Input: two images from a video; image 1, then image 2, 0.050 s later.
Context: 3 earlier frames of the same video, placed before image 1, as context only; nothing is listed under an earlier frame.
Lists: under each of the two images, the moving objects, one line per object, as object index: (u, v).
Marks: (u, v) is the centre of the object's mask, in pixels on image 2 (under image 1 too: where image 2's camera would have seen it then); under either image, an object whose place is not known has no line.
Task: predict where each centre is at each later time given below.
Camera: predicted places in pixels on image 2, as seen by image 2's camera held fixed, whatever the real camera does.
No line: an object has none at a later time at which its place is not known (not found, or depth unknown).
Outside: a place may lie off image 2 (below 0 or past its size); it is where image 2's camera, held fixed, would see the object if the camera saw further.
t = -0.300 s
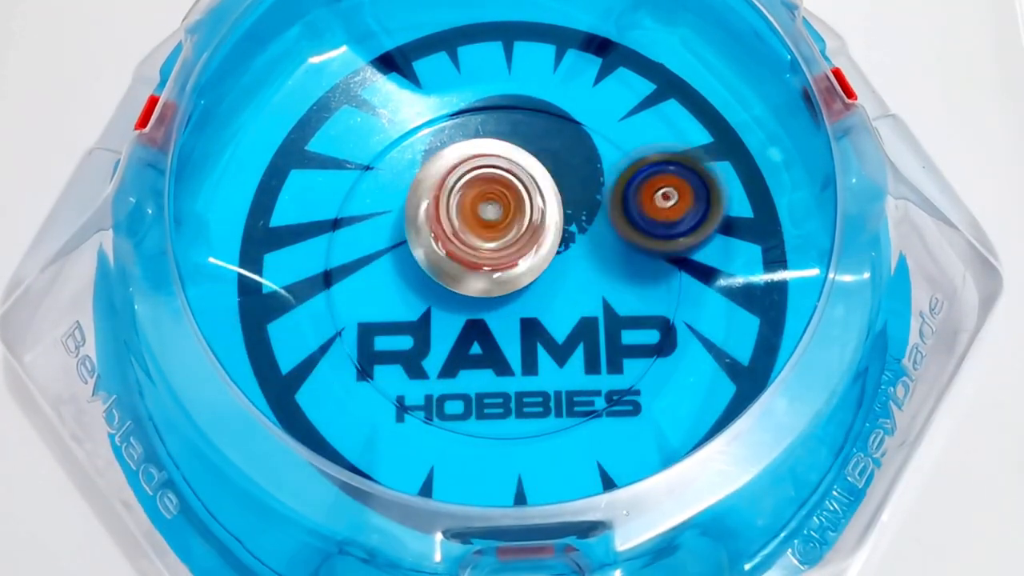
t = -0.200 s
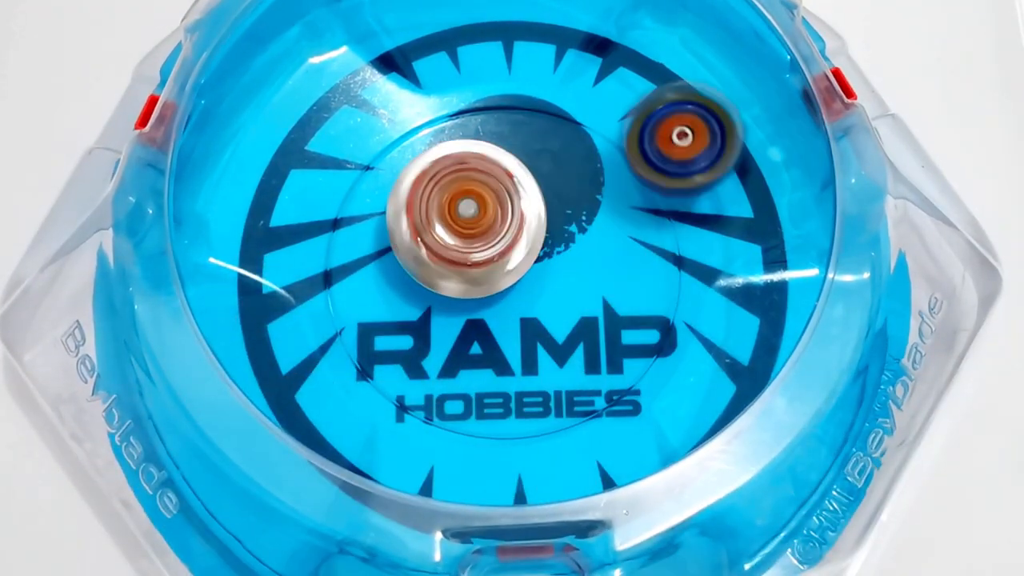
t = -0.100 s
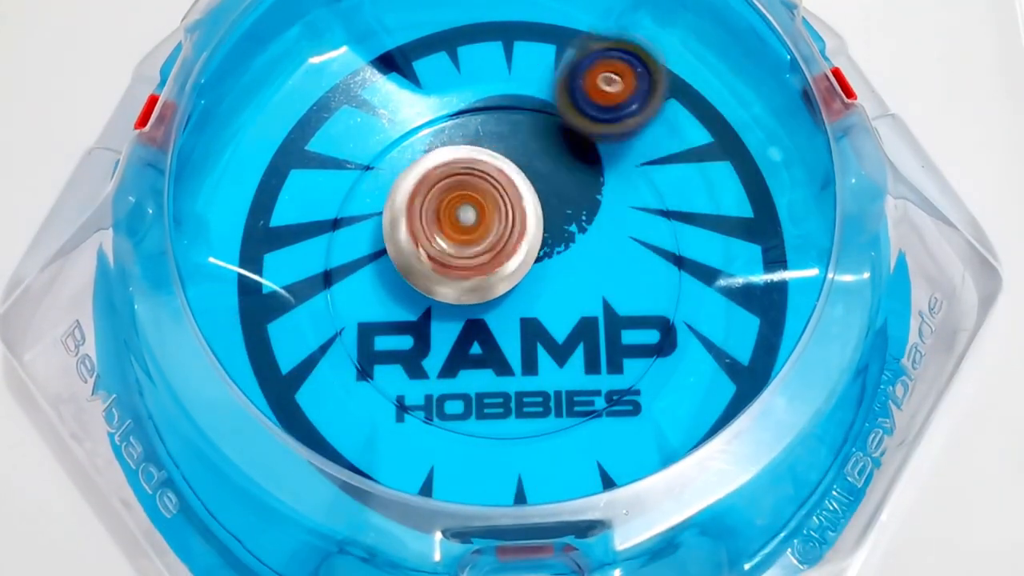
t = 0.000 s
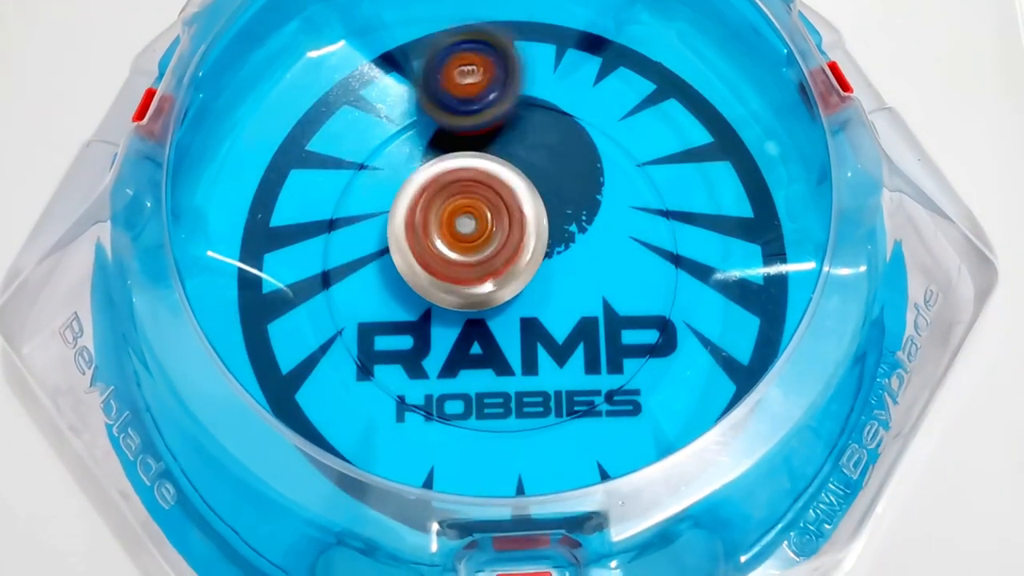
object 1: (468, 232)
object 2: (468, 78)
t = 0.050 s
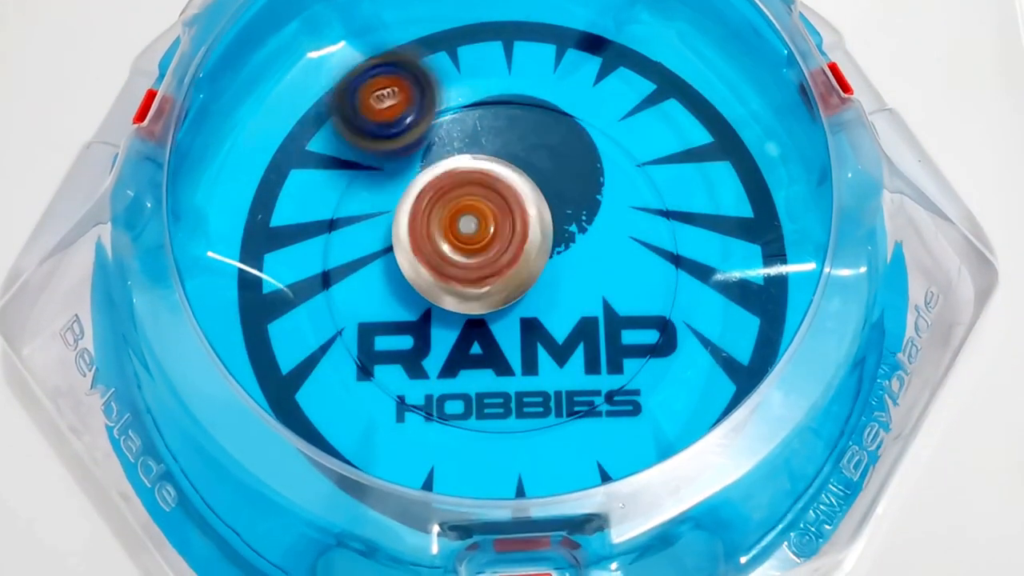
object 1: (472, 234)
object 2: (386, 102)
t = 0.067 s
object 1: (474, 234)
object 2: (358, 117)
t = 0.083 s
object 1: (475, 235)
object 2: (333, 130)
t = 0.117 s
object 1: (479, 237)
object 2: (287, 164)
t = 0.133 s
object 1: (480, 237)
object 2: (265, 187)
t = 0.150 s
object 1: (482, 238)
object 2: (244, 207)
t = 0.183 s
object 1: (485, 239)
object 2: (242, 263)
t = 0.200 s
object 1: (486, 240)
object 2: (249, 294)
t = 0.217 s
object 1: (487, 241)
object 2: (261, 329)
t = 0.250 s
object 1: (489, 242)
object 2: (278, 393)
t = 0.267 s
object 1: (490, 243)
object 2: (292, 425)
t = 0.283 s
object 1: (491, 243)
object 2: (306, 461)
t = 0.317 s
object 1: (493, 243)
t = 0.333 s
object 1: (493, 244)
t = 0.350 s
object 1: (494, 245)
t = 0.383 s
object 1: (494, 246)
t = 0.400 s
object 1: (494, 247)
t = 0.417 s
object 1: (494, 246)
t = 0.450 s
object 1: (496, 245)
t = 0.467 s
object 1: (499, 242)
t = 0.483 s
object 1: (502, 238)
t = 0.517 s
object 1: (506, 234)
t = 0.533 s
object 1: (508, 234)
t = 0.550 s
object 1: (510, 232)
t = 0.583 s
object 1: (513, 230)
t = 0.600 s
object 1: (515, 229)
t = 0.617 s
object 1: (516, 228)
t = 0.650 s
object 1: (519, 226)
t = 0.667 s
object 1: (519, 226)
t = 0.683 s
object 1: (521, 224)
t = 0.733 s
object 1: (524, 222)
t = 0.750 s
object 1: (526, 221)
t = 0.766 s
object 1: (525, 221)
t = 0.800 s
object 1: (523, 222)
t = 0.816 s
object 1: (522, 223)
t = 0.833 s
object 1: (521, 223)
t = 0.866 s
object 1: (518, 225)
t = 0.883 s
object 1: (517, 224)
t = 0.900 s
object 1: (515, 225)
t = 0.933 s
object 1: (511, 224)
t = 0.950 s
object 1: (507, 221)
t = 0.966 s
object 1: (505, 219)
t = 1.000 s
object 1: (499, 213)
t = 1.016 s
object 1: (497, 212)
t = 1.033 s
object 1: (495, 211)
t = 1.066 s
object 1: (492, 208)
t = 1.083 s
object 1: (491, 208)
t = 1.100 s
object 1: (489, 208)
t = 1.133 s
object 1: (487, 207)
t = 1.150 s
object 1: (487, 208)
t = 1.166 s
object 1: (486, 207)
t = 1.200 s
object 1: (485, 208)
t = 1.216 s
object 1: (484, 209)
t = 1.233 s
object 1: (484, 209)
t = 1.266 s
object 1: (484, 212)
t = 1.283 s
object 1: (483, 211)
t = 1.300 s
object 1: (483, 213)
